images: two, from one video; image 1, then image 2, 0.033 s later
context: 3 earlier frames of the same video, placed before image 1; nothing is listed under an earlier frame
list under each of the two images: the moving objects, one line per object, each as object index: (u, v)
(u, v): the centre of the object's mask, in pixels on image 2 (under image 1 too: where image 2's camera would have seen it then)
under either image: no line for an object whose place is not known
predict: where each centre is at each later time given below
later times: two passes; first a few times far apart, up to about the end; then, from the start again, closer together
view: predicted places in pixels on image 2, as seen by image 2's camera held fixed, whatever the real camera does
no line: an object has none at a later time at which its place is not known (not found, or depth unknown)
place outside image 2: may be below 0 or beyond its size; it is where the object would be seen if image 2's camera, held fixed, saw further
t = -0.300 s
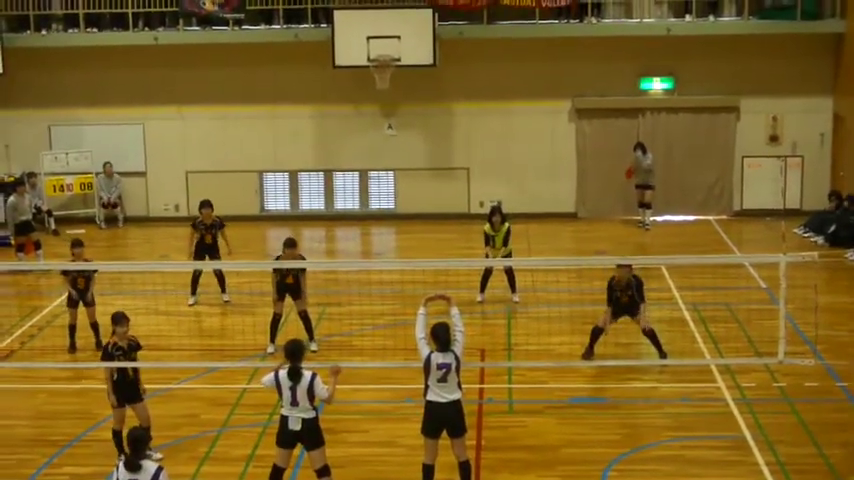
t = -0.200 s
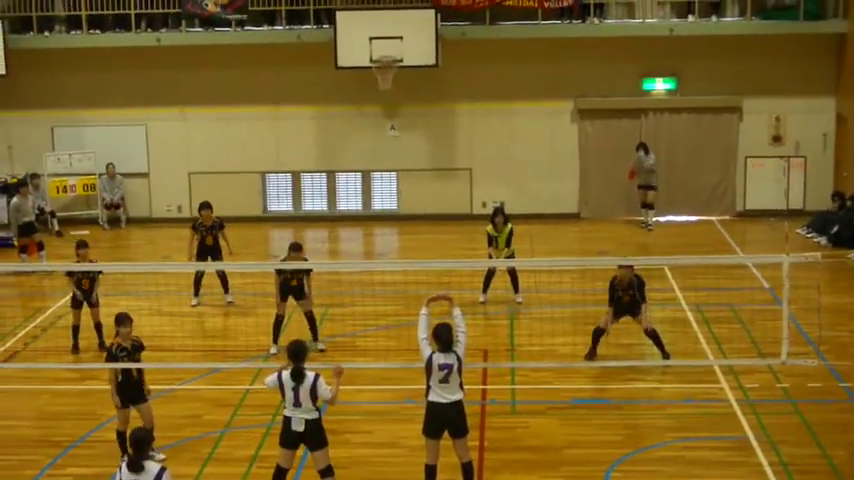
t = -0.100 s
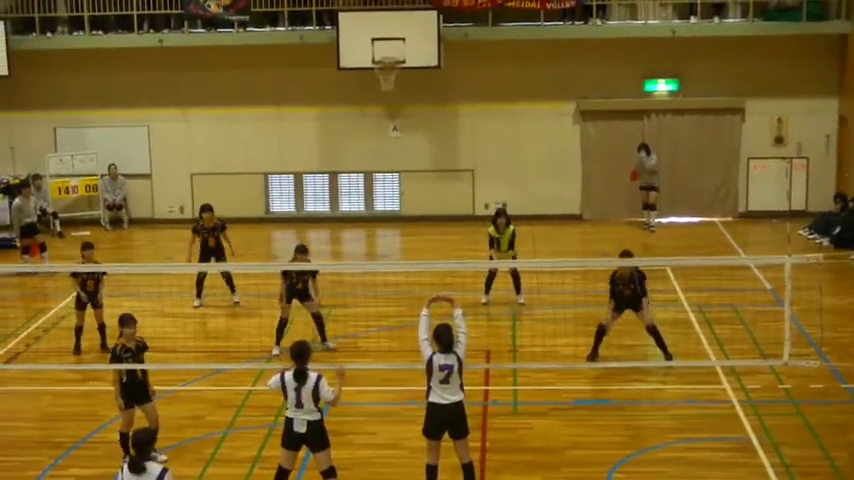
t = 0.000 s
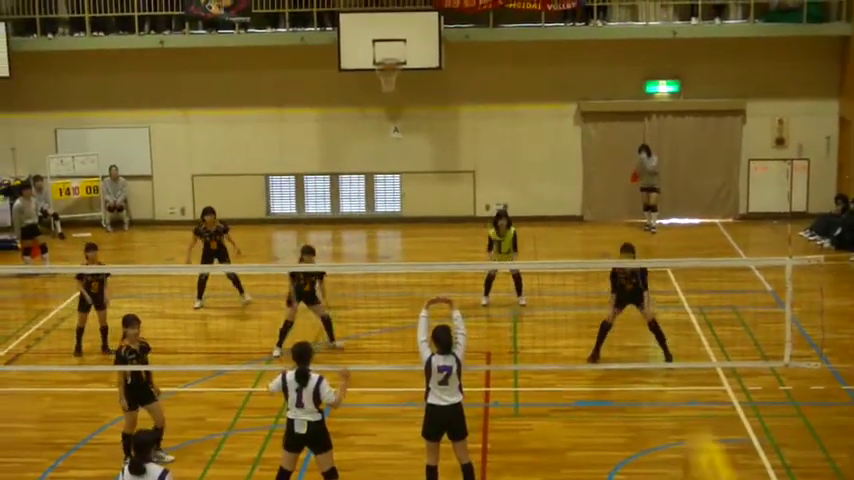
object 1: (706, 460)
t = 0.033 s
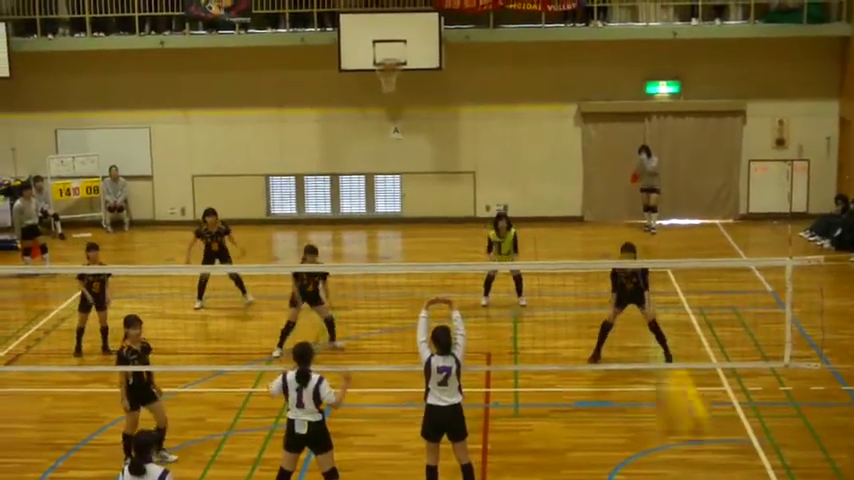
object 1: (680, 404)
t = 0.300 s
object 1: (527, 106)
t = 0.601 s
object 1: (457, 34)
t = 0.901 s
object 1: (428, 61)
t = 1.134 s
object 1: (411, 113)
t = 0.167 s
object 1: (583, 205)
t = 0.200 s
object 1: (565, 179)
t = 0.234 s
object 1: (552, 152)
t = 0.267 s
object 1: (537, 129)
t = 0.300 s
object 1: (527, 106)
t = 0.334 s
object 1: (511, 91)
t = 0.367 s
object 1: (501, 77)
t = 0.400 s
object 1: (492, 64)
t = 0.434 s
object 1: (484, 56)
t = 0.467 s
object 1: (476, 48)
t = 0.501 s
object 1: (471, 42)
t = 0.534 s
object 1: (468, 40)
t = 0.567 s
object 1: (463, 36)
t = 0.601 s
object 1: (457, 34)
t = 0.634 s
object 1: (451, 33)
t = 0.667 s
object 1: (448, 32)
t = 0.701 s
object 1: (443, 34)
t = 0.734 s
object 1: (440, 38)
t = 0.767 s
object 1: (438, 41)
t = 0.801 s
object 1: (435, 45)
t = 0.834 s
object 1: (433, 51)
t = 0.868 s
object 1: (430, 55)
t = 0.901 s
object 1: (428, 61)
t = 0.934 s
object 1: (425, 67)
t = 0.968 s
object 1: (422, 74)
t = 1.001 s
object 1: (419, 82)
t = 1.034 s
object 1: (417, 89)
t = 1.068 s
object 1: (416, 96)
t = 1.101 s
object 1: (415, 104)
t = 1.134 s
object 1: (411, 113)
